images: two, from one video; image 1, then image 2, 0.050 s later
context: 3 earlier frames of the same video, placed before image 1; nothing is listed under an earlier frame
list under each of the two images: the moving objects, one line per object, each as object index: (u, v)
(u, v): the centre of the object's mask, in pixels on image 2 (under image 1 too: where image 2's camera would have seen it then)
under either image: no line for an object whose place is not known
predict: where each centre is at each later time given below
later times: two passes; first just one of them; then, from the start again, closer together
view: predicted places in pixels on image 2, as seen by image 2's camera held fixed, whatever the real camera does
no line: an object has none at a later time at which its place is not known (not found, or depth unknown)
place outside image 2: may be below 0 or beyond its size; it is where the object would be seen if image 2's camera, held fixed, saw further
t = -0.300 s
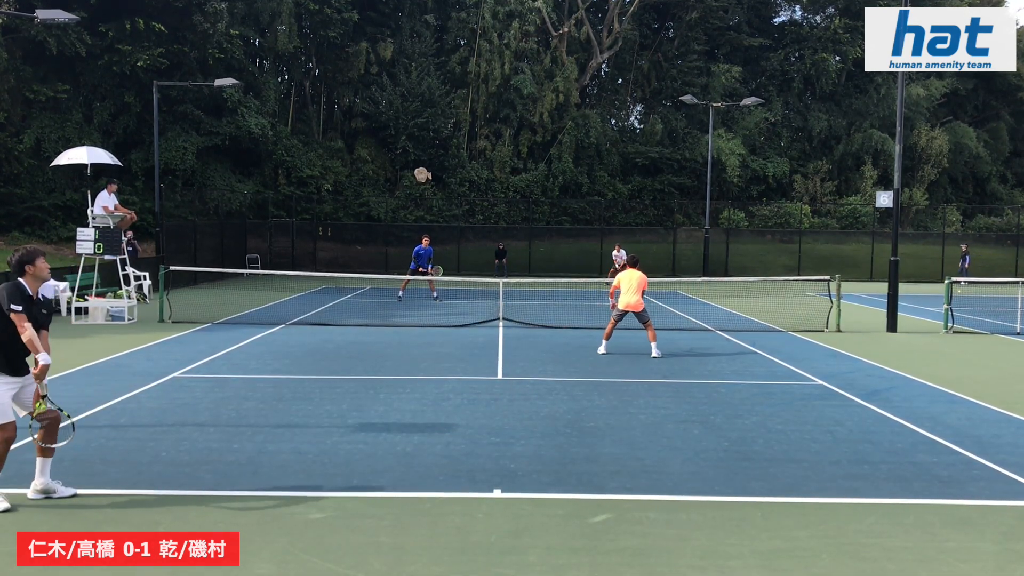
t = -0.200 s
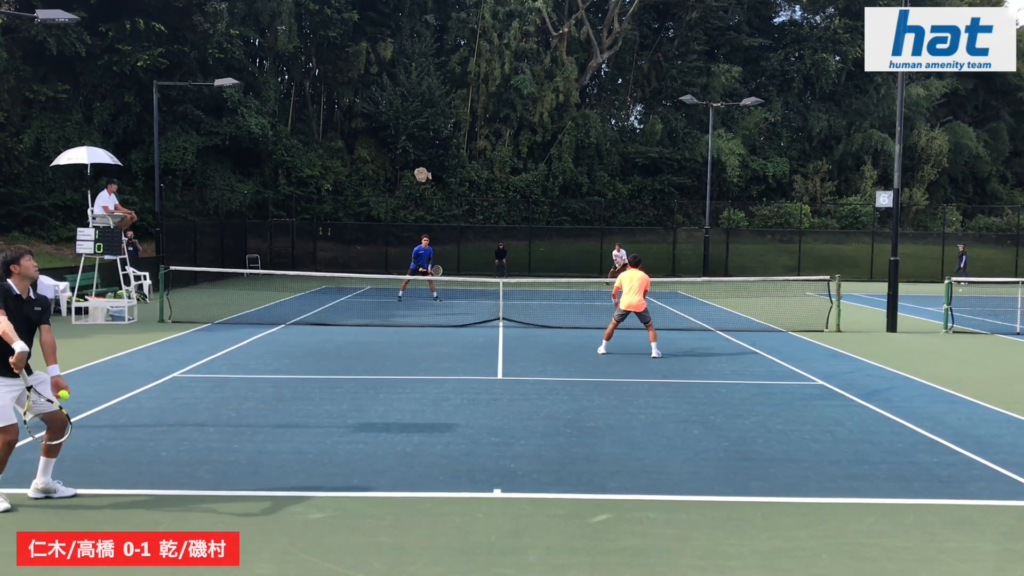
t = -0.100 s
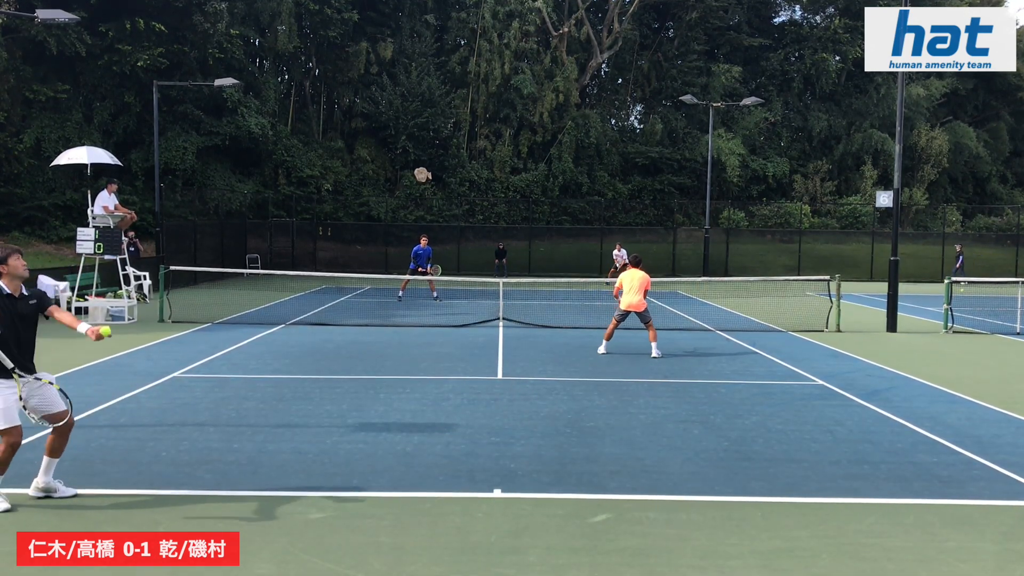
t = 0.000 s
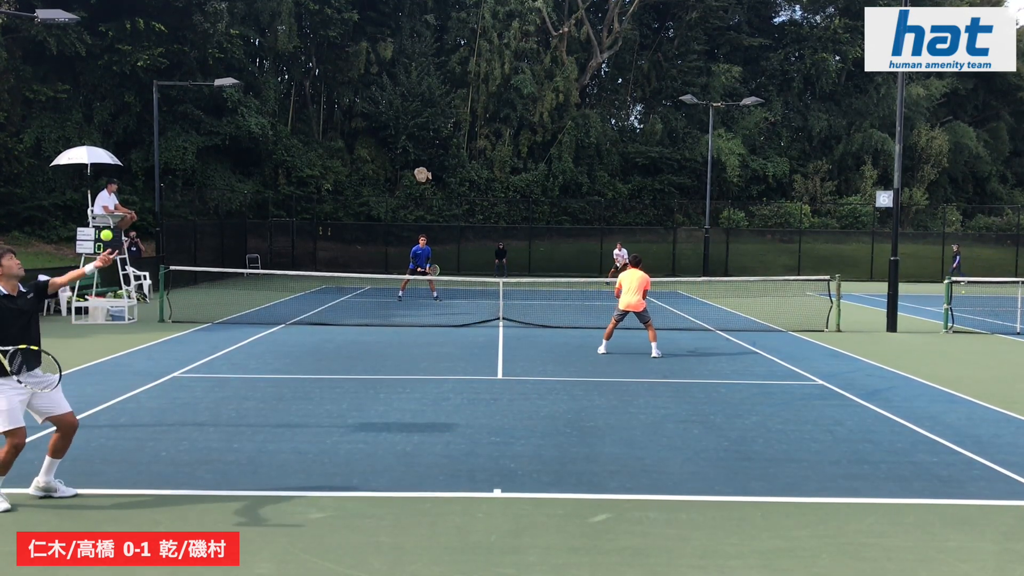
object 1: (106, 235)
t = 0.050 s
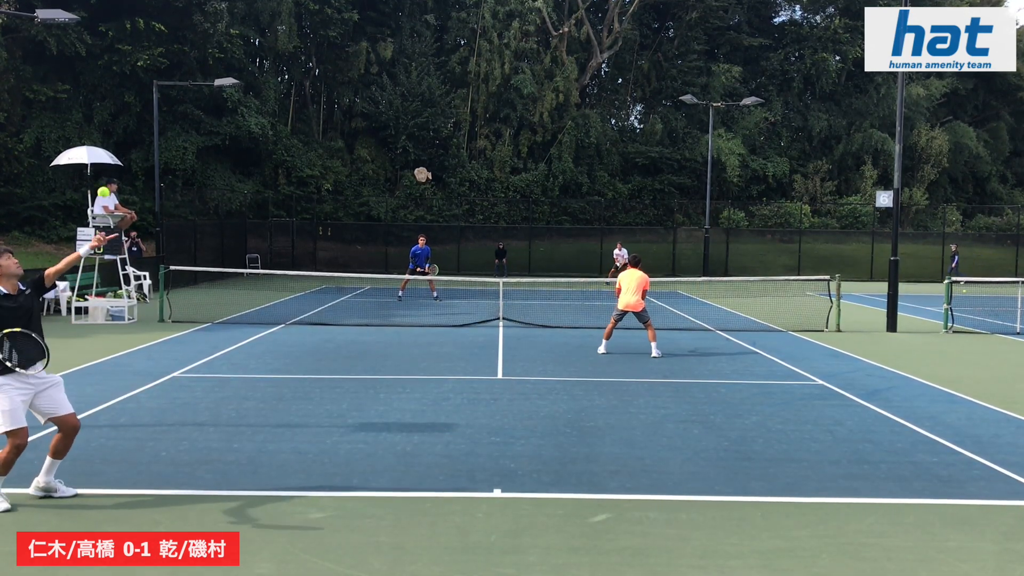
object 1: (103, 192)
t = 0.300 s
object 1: (88, 36)
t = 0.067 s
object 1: (102, 179)
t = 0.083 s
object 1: (101, 166)
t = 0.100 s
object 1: (101, 153)
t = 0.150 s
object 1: (97, 118)
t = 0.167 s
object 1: (96, 108)
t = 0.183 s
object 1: (95, 97)
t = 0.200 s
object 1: (94, 87)
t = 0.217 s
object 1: (93, 78)
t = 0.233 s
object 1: (92, 69)
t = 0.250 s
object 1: (91, 60)
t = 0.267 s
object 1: (90, 52)
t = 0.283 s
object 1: (89, 44)
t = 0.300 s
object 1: (88, 36)
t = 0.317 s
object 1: (87, 29)
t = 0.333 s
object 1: (86, 23)
